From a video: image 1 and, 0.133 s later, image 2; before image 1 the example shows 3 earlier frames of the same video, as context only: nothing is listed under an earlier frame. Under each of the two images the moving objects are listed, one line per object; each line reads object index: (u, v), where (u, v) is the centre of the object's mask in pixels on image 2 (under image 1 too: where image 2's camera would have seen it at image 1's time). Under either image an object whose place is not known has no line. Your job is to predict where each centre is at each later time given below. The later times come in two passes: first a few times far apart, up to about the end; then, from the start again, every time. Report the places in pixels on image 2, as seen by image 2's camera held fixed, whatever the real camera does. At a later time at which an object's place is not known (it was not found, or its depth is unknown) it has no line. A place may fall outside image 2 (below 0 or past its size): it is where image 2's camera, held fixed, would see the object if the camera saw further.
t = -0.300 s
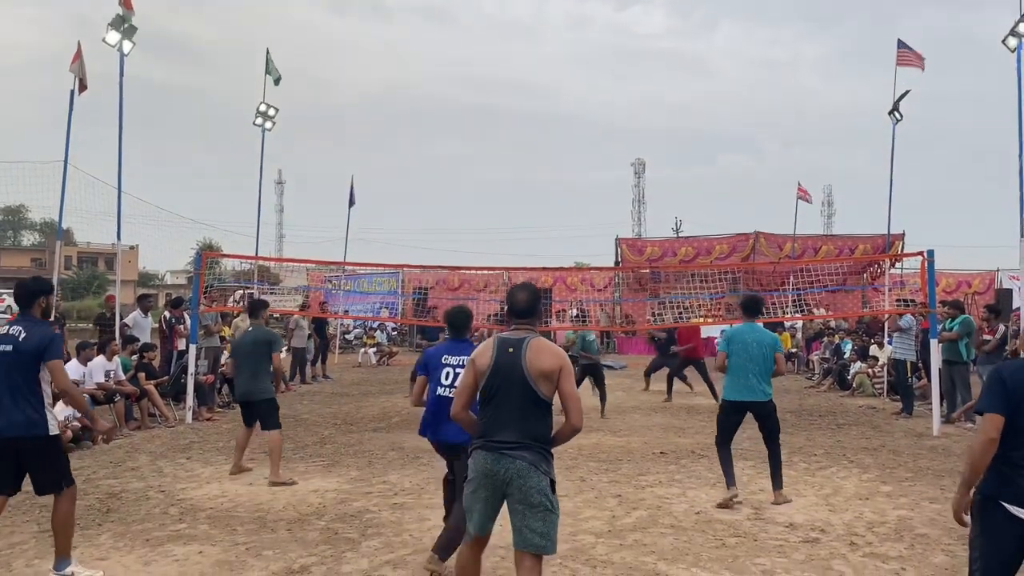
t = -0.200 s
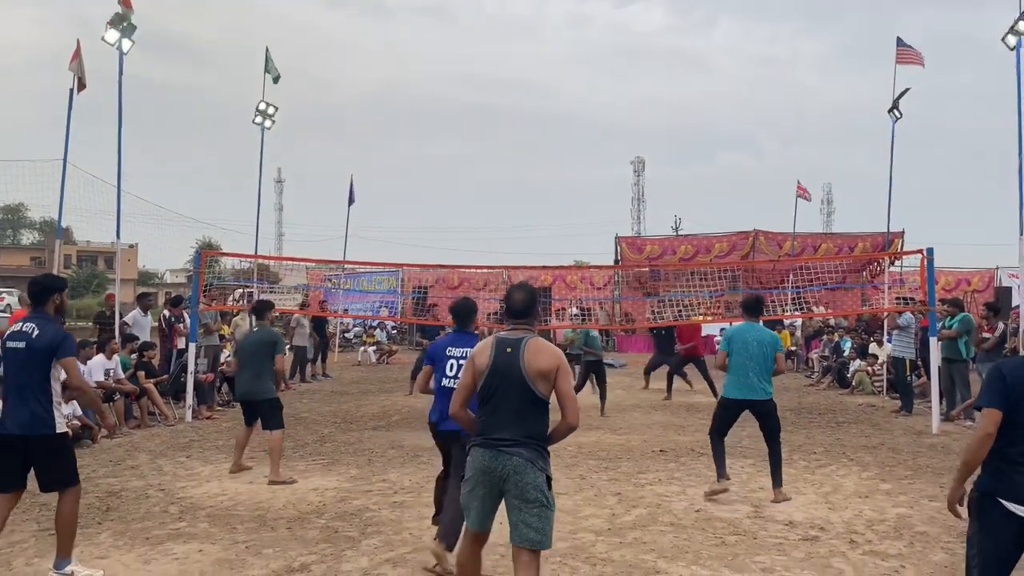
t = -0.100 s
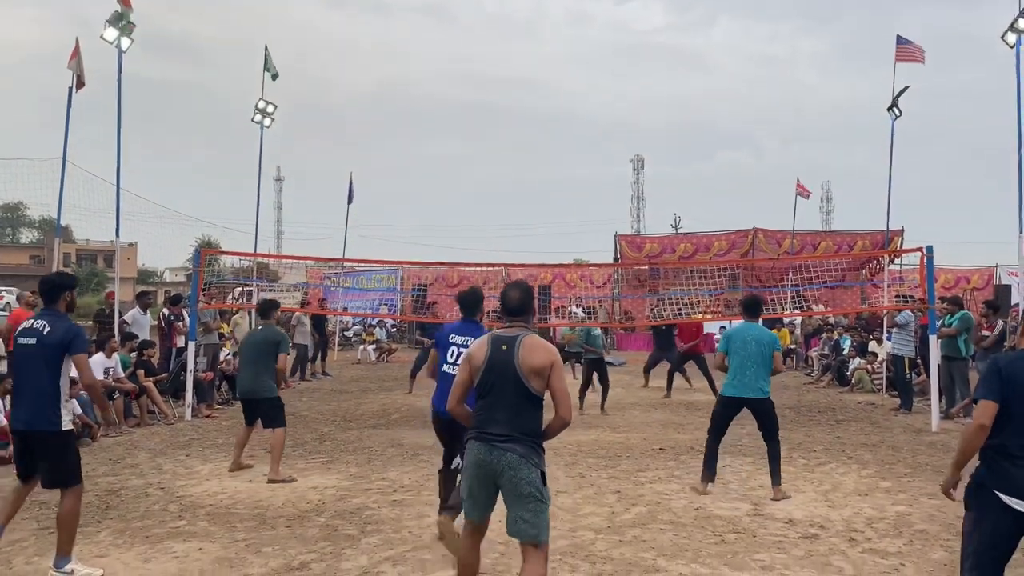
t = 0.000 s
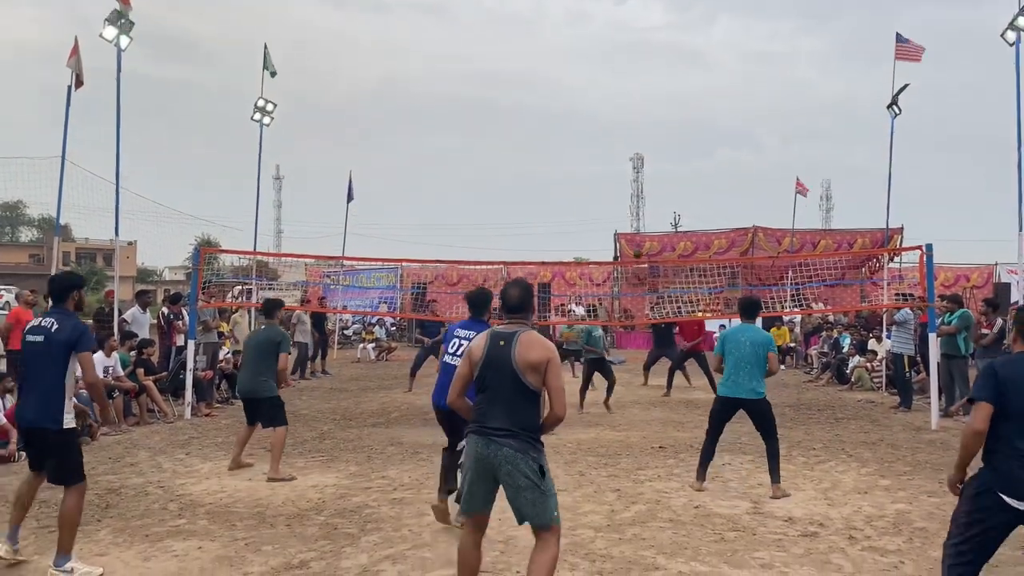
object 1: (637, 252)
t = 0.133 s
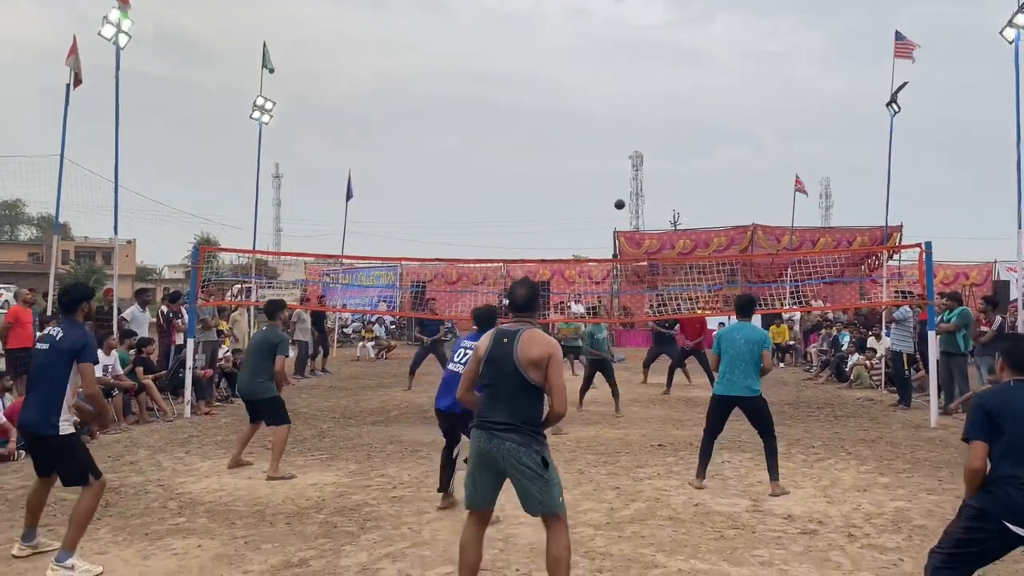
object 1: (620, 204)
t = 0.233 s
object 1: (604, 172)
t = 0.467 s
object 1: (559, 107)
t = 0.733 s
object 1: (482, 62)
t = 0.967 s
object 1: (376, 69)
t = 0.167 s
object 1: (615, 193)
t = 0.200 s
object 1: (610, 182)
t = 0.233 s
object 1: (604, 172)
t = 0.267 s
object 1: (599, 161)
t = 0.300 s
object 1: (593, 151)
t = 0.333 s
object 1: (587, 142)
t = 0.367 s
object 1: (580, 132)
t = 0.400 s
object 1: (573, 123)
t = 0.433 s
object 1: (567, 115)
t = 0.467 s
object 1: (559, 107)
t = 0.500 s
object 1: (551, 99)
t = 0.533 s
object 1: (543, 92)
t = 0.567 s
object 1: (534, 85)
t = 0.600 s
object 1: (525, 79)
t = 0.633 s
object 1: (515, 74)
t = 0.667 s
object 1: (505, 69)
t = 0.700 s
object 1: (494, 65)
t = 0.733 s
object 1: (482, 62)
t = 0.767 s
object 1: (470, 59)
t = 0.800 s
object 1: (457, 58)
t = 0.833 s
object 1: (443, 58)
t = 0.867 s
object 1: (428, 58)
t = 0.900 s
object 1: (412, 61)
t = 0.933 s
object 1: (395, 64)
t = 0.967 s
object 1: (376, 69)
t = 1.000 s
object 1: (357, 76)
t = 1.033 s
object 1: (335, 84)
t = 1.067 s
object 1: (311, 95)
